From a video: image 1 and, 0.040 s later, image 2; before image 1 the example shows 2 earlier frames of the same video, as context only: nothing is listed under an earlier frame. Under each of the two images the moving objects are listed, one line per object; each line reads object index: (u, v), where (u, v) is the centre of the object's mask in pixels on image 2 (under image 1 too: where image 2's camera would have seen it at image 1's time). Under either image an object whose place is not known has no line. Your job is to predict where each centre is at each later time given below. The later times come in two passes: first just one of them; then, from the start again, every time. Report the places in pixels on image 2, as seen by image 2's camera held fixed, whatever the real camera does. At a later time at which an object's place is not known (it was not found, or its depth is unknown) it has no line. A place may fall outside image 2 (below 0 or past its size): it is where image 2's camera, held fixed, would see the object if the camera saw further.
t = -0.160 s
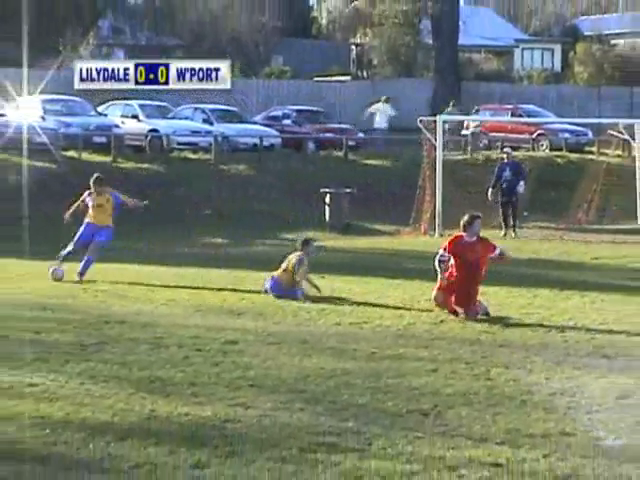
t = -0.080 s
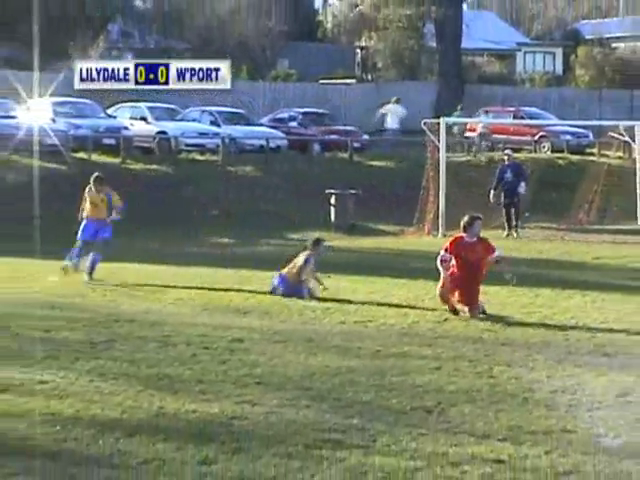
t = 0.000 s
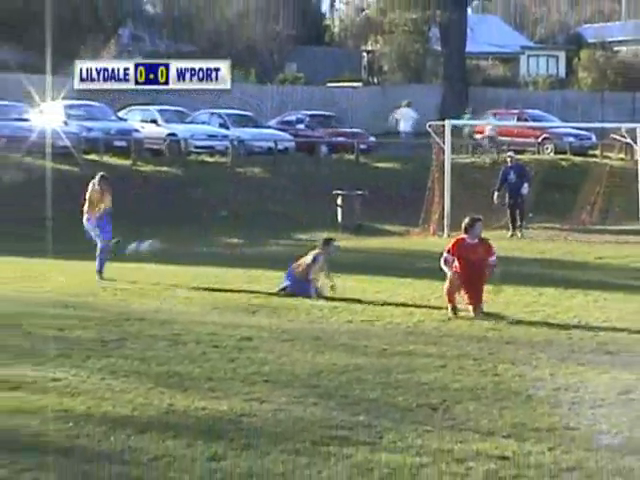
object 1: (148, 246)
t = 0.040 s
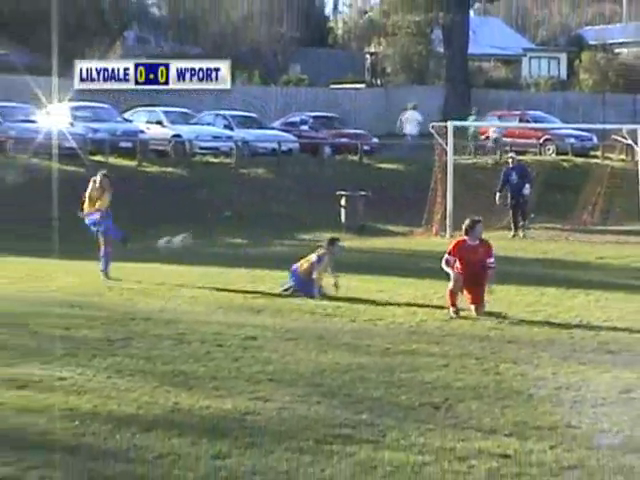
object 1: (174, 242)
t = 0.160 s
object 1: (273, 233)
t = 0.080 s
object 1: (205, 237)
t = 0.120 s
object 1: (243, 235)
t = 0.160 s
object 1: (273, 233)
